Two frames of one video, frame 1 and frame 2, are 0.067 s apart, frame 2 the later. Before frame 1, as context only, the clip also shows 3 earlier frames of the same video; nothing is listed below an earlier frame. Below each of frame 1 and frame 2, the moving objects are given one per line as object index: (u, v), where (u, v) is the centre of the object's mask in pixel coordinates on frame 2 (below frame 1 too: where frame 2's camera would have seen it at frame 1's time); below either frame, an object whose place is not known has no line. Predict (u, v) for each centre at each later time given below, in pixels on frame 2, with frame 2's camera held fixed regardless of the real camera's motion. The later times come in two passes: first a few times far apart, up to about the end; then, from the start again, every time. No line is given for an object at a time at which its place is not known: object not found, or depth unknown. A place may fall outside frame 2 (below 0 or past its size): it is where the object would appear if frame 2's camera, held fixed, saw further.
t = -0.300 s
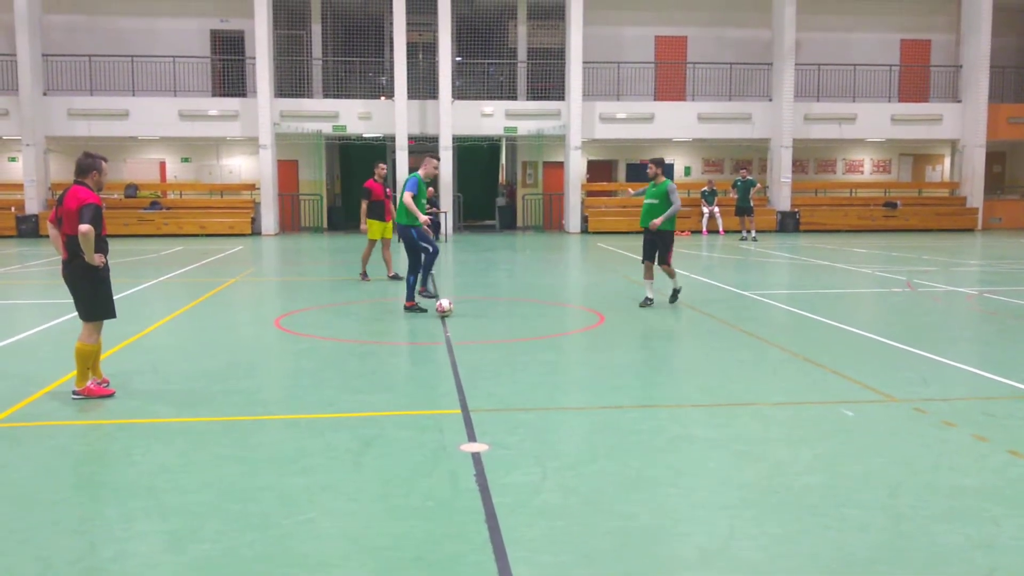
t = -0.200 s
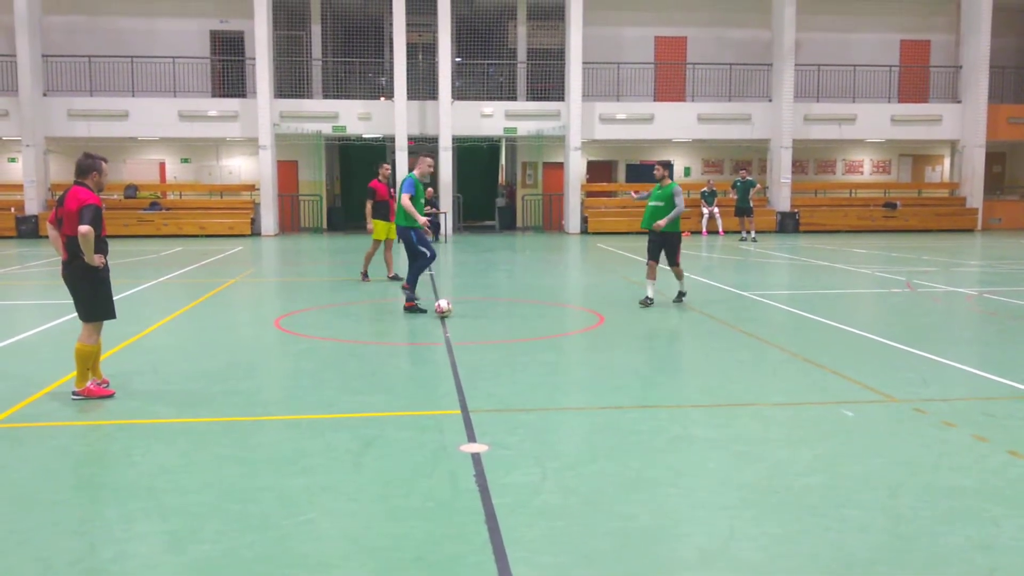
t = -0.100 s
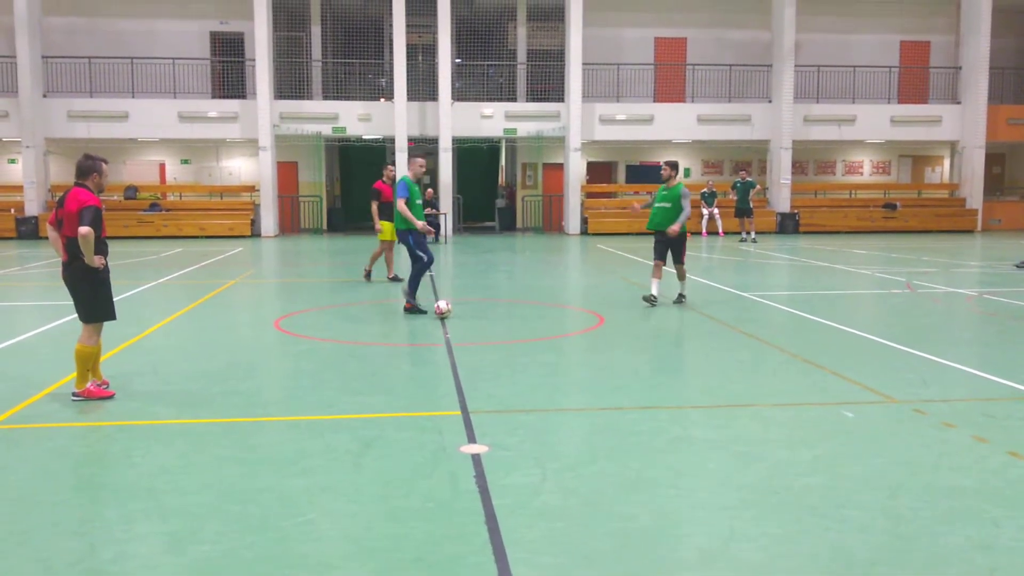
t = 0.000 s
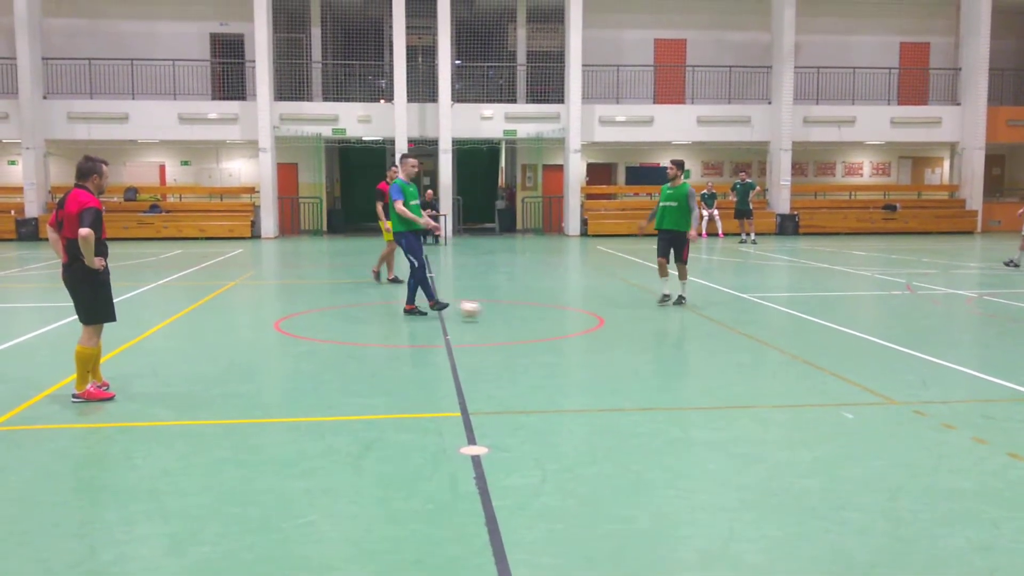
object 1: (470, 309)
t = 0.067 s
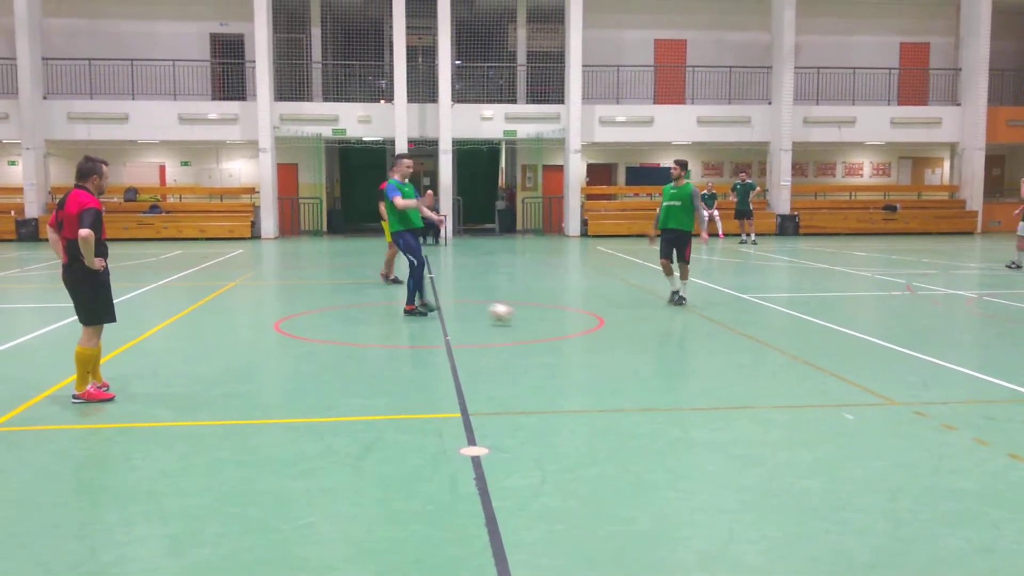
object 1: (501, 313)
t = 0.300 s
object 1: (614, 327)
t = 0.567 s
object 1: (732, 338)
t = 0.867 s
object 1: (852, 349)
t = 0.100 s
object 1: (518, 315)
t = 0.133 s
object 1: (535, 318)
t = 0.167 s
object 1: (551, 319)
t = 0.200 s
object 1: (567, 322)
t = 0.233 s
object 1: (582, 323)
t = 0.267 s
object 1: (599, 324)
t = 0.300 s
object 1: (614, 327)
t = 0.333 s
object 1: (630, 328)
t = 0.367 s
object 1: (645, 329)
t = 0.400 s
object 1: (661, 331)
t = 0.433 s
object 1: (675, 332)
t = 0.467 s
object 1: (688, 333)
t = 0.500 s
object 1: (704, 335)
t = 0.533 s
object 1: (717, 337)
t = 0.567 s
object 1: (732, 338)
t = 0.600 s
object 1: (746, 339)
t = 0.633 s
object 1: (758, 341)
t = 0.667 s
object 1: (771, 342)
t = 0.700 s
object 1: (782, 343)
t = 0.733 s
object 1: (797, 345)
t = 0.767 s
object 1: (811, 346)
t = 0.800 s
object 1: (824, 347)
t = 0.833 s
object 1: (839, 347)
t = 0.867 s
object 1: (852, 349)
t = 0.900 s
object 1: (863, 350)
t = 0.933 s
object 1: (879, 351)
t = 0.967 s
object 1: (894, 352)
